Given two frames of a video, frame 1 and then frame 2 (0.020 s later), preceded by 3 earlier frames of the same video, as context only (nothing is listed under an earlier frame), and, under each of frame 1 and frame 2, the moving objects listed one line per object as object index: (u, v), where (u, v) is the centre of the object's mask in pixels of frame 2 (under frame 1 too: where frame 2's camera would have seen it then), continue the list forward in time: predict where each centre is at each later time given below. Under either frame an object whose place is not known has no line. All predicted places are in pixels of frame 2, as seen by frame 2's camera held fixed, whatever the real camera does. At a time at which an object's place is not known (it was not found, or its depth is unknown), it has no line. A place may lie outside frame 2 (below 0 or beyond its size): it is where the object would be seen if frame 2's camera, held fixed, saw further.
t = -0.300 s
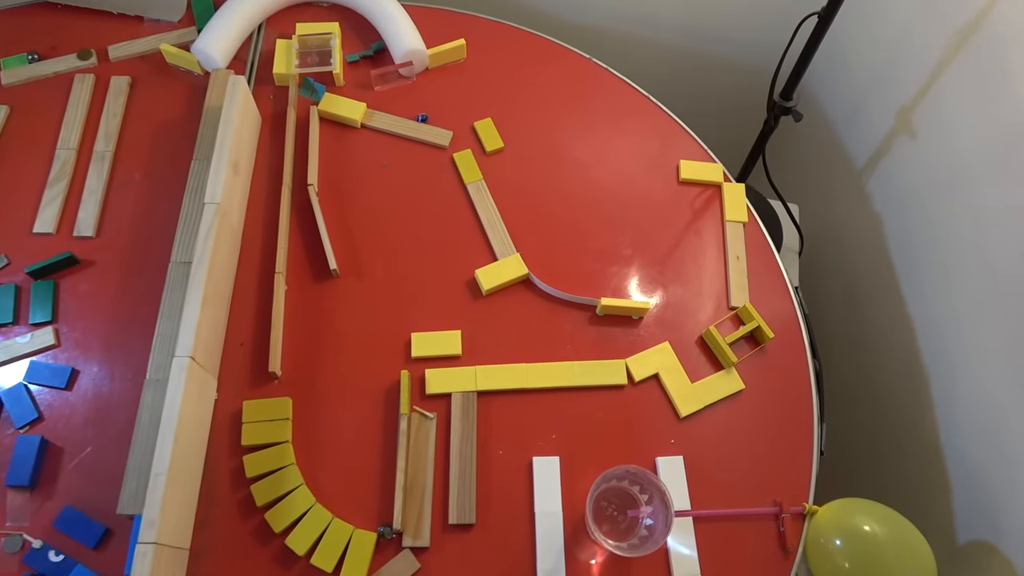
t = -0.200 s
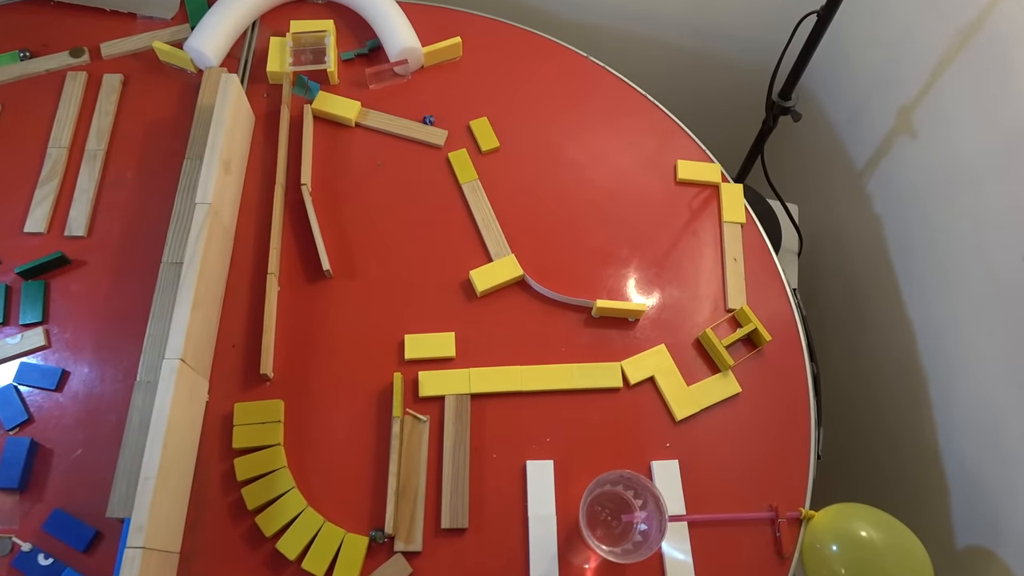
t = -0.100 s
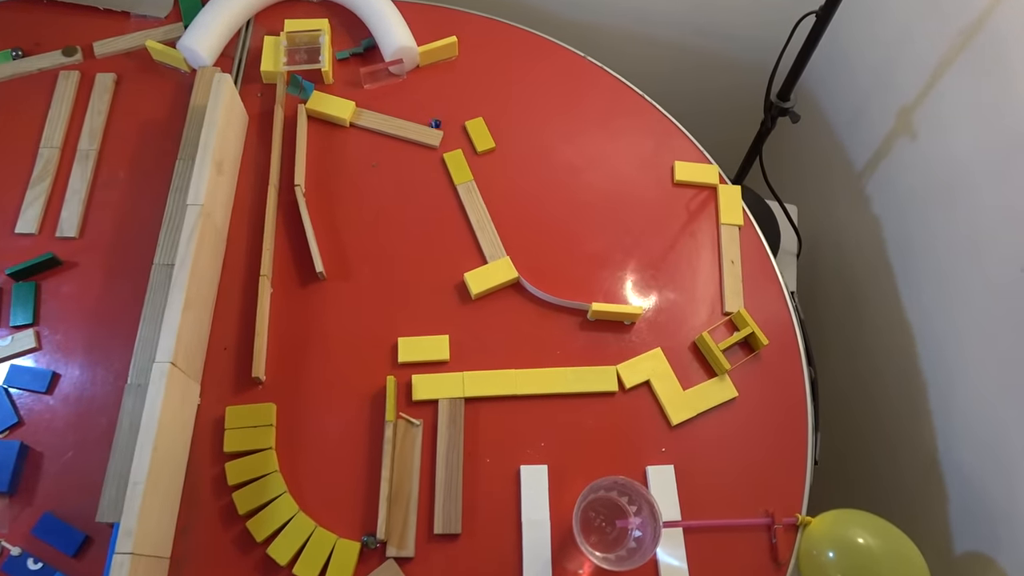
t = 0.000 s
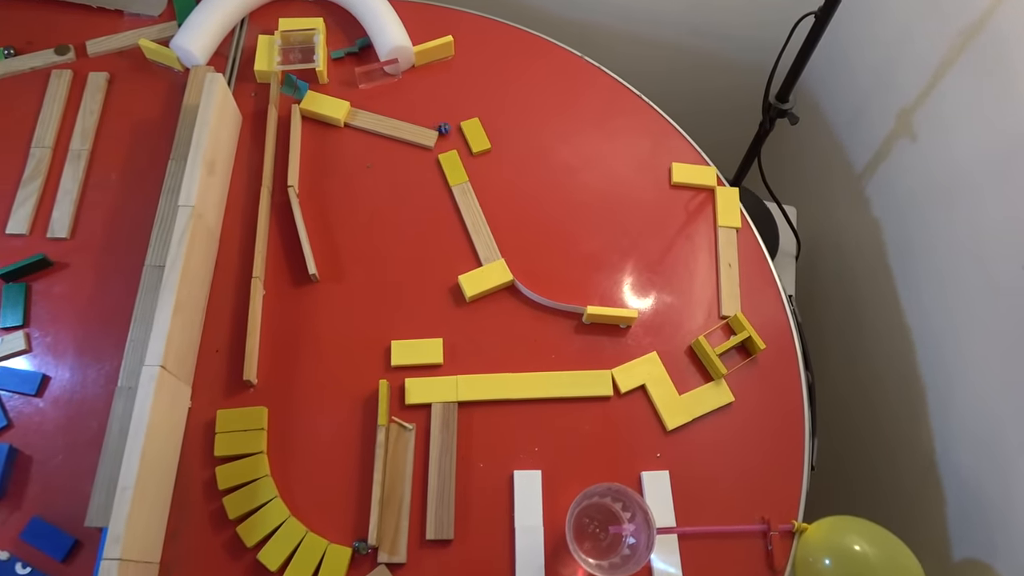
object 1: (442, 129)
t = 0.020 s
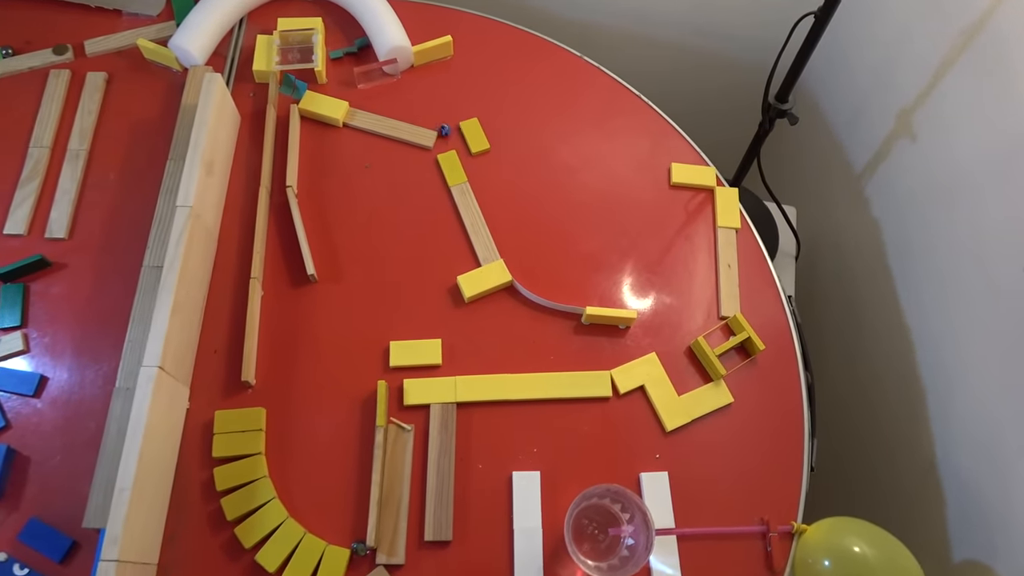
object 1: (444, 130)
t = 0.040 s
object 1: (447, 132)
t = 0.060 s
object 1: (450, 134)
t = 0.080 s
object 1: (453, 136)
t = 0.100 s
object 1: (454, 138)
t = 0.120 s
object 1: (456, 141)
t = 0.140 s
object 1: (459, 144)
